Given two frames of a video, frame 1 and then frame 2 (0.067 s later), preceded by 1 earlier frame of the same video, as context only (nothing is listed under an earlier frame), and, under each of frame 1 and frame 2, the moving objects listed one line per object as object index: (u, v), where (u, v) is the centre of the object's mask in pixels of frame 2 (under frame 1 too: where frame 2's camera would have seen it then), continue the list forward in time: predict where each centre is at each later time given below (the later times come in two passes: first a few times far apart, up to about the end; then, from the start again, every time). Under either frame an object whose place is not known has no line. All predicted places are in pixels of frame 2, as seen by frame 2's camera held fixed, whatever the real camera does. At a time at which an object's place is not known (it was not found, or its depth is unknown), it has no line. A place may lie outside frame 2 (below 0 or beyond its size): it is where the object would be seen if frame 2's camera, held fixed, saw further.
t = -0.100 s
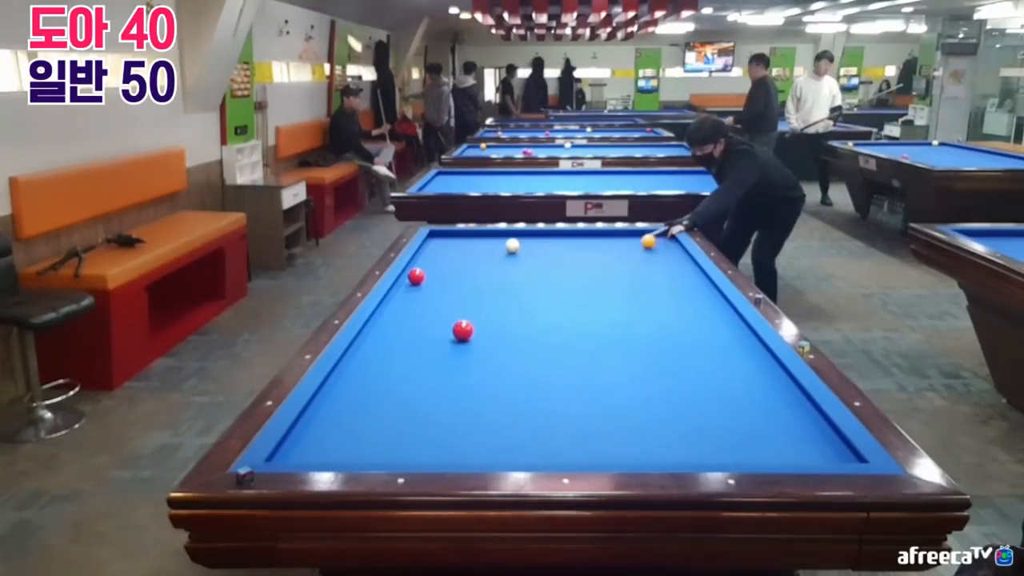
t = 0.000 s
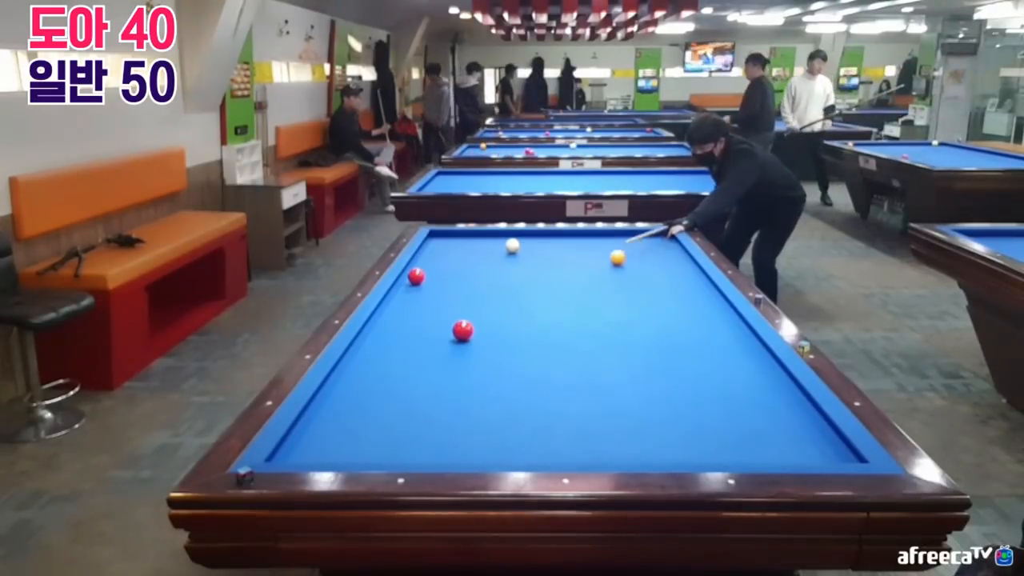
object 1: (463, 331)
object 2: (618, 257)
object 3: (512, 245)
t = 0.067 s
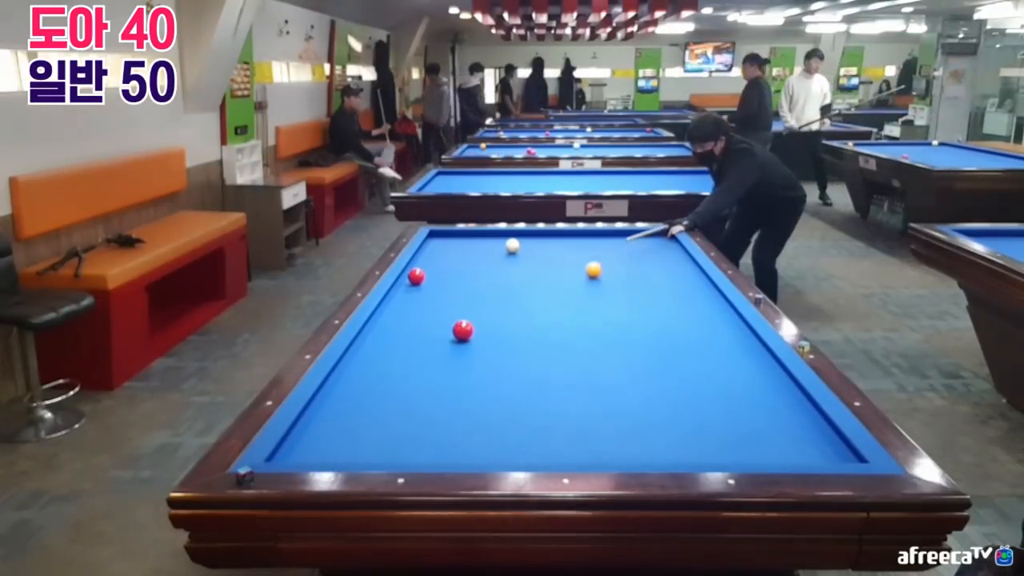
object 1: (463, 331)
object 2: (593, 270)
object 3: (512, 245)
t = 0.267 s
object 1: (463, 331)
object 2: (499, 318)
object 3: (512, 245)
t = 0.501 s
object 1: (400, 361)
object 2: (523, 369)
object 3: (512, 245)
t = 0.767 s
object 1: (543, 391)
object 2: (550, 452)
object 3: (512, 245)
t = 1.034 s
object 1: (703, 424)
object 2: (537, 383)
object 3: (512, 245)
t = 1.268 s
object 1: (826, 451)
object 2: (531, 348)
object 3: (512, 245)
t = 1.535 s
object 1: (729, 451)
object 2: (525, 317)
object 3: (512, 245)
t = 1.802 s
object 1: (652, 446)
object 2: (521, 292)
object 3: (512, 245)
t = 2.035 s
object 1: (589, 441)
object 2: (518, 275)
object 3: (512, 245)
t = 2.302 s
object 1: (522, 435)
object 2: (515, 258)
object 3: (512, 244)
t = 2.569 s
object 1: (458, 429)
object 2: (514, 248)
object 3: (510, 238)
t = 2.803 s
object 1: (405, 424)
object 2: (516, 246)
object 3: (508, 234)
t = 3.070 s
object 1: (347, 419)
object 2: (517, 243)
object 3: (505, 234)
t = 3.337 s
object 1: (328, 414)
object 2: (518, 240)
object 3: (502, 238)
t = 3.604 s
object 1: (364, 409)
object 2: (519, 238)
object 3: (498, 242)
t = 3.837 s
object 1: (394, 406)
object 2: (520, 236)
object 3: (495, 246)
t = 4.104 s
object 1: (427, 401)
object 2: (520, 234)
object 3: (492, 250)
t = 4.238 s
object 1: (442, 399)
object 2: (520, 234)
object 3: (490, 253)
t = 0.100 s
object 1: (463, 331)
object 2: (580, 276)
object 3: (512, 245)
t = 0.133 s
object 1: (463, 331)
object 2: (566, 283)
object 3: (512, 245)
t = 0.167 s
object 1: (463, 331)
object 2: (551, 291)
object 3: (512, 245)
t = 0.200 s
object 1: (463, 331)
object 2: (535, 300)
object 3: (512, 245)
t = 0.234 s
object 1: (463, 331)
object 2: (518, 308)
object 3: (512, 245)
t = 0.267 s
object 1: (463, 331)
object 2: (499, 318)
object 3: (512, 245)
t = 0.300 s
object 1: (458, 332)
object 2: (483, 328)
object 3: (512, 245)
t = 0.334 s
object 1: (428, 337)
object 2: (491, 334)
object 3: (512, 245)
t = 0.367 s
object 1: (398, 343)
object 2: (498, 340)
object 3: (512, 245)
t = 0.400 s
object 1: (368, 348)
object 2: (505, 346)
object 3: (512, 245)
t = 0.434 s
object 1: (362, 354)
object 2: (512, 353)
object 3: (512, 245)
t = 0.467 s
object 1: (381, 357)
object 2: (518, 361)
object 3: (512, 245)
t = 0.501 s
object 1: (400, 361)
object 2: (523, 369)
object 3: (512, 245)
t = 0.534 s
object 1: (419, 365)
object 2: (528, 378)
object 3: (512, 245)
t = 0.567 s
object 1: (437, 369)
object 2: (533, 388)
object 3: (512, 245)
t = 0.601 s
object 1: (456, 373)
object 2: (537, 398)
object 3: (512, 245)
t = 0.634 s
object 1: (474, 376)
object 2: (540, 410)
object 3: (512, 245)
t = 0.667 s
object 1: (490, 380)
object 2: (543, 422)
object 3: (512, 245)
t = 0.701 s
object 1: (508, 383)
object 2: (546, 435)
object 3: (512, 245)
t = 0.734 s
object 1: (525, 387)
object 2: (549, 448)
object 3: (512, 245)
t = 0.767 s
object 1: (543, 391)
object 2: (550, 452)
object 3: (512, 245)
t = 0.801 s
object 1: (561, 394)
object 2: (548, 443)
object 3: (512, 245)
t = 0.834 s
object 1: (580, 398)
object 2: (546, 432)
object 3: (512, 245)
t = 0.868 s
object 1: (600, 402)
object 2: (544, 422)
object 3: (512, 245)
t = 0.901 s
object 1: (619, 406)
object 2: (542, 412)
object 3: (512, 245)
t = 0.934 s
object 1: (640, 410)
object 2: (541, 404)
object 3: (512, 245)
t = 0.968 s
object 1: (660, 415)
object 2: (539, 396)
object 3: (512, 245)
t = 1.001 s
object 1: (681, 419)
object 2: (538, 389)
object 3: (512, 245)
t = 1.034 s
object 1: (703, 424)
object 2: (537, 383)
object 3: (512, 245)
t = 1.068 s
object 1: (726, 428)
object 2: (536, 377)
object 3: (512, 245)
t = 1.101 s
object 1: (748, 433)
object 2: (535, 372)
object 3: (512, 245)
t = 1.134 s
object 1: (772, 438)
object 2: (534, 367)
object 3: (512, 245)
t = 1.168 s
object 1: (796, 442)
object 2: (533, 362)
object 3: (512, 245)
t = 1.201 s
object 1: (821, 447)
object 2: (532, 357)
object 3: (512, 245)
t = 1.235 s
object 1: (843, 450)
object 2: (532, 352)
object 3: (512, 245)
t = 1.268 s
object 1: (826, 451)
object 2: (531, 348)
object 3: (512, 245)
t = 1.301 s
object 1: (810, 452)
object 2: (530, 344)
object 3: (512, 245)
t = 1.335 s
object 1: (795, 453)
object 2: (529, 339)
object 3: (512, 245)
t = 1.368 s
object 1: (782, 453)
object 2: (529, 335)
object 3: (512, 245)
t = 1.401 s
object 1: (770, 453)
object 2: (528, 332)
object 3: (512, 245)
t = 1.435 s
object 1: (759, 453)
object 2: (527, 328)
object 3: (512, 245)
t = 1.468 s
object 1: (749, 452)
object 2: (526, 324)
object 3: (512, 245)
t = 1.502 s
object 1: (738, 451)
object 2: (526, 320)
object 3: (512, 245)
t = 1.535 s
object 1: (729, 451)
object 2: (525, 317)
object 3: (512, 245)
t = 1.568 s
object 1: (719, 450)
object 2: (525, 313)
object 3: (512, 245)
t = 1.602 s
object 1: (709, 450)
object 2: (524, 310)
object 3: (512, 245)
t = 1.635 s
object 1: (699, 449)
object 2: (523, 307)
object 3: (512, 245)
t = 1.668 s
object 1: (690, 449)
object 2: (523, 304)
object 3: (512, 245)
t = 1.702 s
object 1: (680, 448)
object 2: (522, 301)
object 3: (512, 245)
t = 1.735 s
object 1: (671, 447)
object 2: (522, 298)
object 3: (512, 245)
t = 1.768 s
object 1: (662, 447)
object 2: (521, 295)
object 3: (512, 245)
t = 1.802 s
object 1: (652, 446)
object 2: (521, 292)
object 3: (512, 245)
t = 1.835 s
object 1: (643, 445)
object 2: (520, 290)
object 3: (512, 245)
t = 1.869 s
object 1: (634, 445)
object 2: (520, 287)
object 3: (512, 245)
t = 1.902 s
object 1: (625, 444)
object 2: (519, 284)
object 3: (512, 245)
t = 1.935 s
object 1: (616, 443)
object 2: (519, 282)
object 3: (512, 245)
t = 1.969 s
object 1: (607, 443)
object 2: (519, 280)
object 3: (512, 245)
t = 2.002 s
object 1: (598, 442)
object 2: (518, 277)
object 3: (512, 245)
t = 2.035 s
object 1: (589, 441)
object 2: (518, 275)
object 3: (512, 245)
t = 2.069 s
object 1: (581, 441)
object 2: (517, 273)
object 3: (512, 245)
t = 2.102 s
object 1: (572, 440)
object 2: (517, 270)
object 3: (512, 245)
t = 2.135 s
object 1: (563, 439)
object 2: (517, 268)
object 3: (512, 245)
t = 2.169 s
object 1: (555, 438)
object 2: (517, 266)
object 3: (512, 245)
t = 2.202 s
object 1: (547, 437)
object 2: (516, 264)
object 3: (512, 245)
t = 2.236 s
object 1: (538, 436)
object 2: (516, 262)
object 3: (512, 245)
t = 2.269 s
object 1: (530, 436)
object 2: (516, 260)
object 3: (512, 244)
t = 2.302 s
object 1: (522, 435)
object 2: (515, 258)
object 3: (512, 244)
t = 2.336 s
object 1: (513, 434)
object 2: (515, 256)
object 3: (512, 244)
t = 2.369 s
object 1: (505, 433)
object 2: (515, 255)
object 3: (512, 243)
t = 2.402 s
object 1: (497, 433)
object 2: (514, 253)
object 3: (512, 242)
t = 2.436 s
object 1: (490, 432)
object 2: (514, 252)
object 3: (512, 242)
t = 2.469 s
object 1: (481, 431)
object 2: (514, 251)
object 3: (511, 241)
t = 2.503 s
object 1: (473, 431)
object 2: (514, 250)
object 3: (511, 240)
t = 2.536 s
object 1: (465, 430)
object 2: (514, 249)
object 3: (511, 239)
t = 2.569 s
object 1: (458, 429)
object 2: (514, 248)
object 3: (510, 238)
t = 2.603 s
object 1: (450, 428)
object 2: (514, 248)
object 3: (509, 237)
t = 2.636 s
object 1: (442, 428)
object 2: (515, 248)
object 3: (509, 236)
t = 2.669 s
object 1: (435, 427)
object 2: (515, 247)
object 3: (509, 236)
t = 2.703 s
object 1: (427, 426)
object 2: (515, 246)
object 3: (509, 236)
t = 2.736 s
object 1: (420, 425)
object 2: (515, 246)
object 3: (508, 235)
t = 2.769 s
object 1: (412, 425)
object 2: (515, 246)
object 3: (508, 235)
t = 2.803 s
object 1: (405, 424)
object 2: (516, 246)
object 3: (508, 234)
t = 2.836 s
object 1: (397, 424)
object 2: (516, 245)
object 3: (507, 234)
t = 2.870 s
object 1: (390, 423)
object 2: (516, 245)
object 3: (507, 233)
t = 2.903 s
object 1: (383, 422)
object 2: (516, 244)
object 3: (507, 232)
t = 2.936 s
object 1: (376, 422)
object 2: (516, 244)
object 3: (507, 232)
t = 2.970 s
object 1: (368, 421)
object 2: (516, 244)
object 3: (506, 232)
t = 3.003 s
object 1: (361, 420)
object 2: (517, 244)
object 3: (506, 233)
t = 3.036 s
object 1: (354, 420)
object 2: (517, 243)
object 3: (505, 233)
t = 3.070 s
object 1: (347, 419)
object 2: (517, 243)
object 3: (505, 234)
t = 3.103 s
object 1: (340, 418)
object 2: (517, 242)
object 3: (504, 234)
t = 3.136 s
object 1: (333, 418)
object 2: (517, 242)
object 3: (504, 234)
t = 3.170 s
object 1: (326, 417)
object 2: (517, 242)
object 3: (504, 235)
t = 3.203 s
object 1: (320, 417)
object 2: (517, 242)
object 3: (503, 235)
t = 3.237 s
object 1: (313, 416)
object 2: (517, 241)
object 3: (503, 236)
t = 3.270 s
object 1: (317, 415)
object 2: (518, 241)
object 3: (503, 236)
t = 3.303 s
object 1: (323, 415)
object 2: (518, 241)
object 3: (502, 237)
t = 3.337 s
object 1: (328, 414)
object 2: (518, 240)
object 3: (502, 238)
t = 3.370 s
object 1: (332, 413)
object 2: (518, 240)
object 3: (501, 238)
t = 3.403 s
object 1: (337, 413)
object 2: (518, 240)
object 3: (501, 239)
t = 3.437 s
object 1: (342, 412)
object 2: (518, 240)
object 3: (500, 239)
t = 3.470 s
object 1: (346, 411)
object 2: (519, 239)
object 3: (500, 240)
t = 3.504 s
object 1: (351, 411)
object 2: (519, 239)
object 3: (499, 240)
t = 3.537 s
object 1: (355, 410)
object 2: (519, 239)
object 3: (499, 241)
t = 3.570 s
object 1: (360, 410)
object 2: (519, 238)
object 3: (499, 241)
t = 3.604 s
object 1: (364, 409)
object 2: (519, 238)
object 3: (498, 242)
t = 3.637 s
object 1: (368, 409)
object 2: (520, 238)
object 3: (498, 242)
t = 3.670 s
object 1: (373, 408)
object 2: (520, 237)
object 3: (497, 243)
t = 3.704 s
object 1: (377, 408)
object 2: (520, 237)
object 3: (497, 244)
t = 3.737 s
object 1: (382, 407)
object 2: (520, 237)
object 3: (497, 244)
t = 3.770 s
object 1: (386, 407)
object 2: (520, 237)
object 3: (496, 245)
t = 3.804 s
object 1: (390, 406)
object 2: (520, 236)
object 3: (496, 245)
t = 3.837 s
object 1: (394, 406)
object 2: (520, 236)
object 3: (495, 246)
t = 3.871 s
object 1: (398, 405)
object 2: (520, 236)
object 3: (495, 246)
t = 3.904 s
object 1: (403, 404)
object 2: (520, 236)
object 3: (494, 247)
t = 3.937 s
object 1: (407, 404)
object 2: (520, 235)
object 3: (494, 247)
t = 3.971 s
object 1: (411, 403)
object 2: (520, 235)
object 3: (493, 248)
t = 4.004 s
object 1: (415, 403)
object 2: (520, 235)
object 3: (493, 248)
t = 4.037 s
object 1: (419, 402)
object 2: (520, 235)
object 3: (493, 249)
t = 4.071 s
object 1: (423, 402)
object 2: (520, 235)
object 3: (492, 250)
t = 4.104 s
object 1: (427, 401)
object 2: (520, 234)
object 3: (492, 250)
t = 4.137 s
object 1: (431, 401)
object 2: (520, 234)
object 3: (491, 251)
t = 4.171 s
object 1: (435, 400)
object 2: (520, 234)
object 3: (491, 251)
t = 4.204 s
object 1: (439, 399)
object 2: (520, 234)
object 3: (491, 252)
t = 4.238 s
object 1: (442, 399)
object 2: (520, 234)
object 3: (490, 253)
